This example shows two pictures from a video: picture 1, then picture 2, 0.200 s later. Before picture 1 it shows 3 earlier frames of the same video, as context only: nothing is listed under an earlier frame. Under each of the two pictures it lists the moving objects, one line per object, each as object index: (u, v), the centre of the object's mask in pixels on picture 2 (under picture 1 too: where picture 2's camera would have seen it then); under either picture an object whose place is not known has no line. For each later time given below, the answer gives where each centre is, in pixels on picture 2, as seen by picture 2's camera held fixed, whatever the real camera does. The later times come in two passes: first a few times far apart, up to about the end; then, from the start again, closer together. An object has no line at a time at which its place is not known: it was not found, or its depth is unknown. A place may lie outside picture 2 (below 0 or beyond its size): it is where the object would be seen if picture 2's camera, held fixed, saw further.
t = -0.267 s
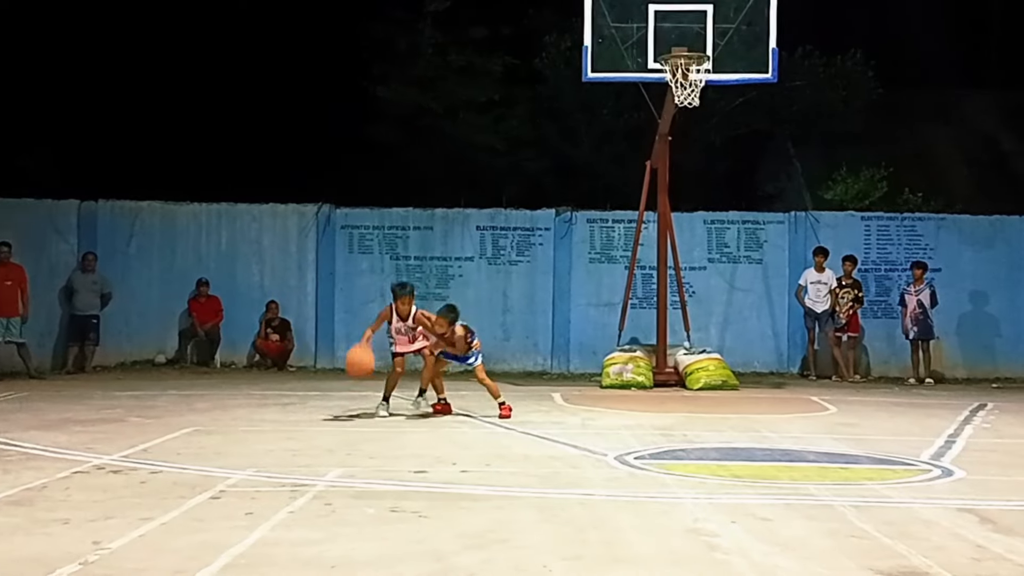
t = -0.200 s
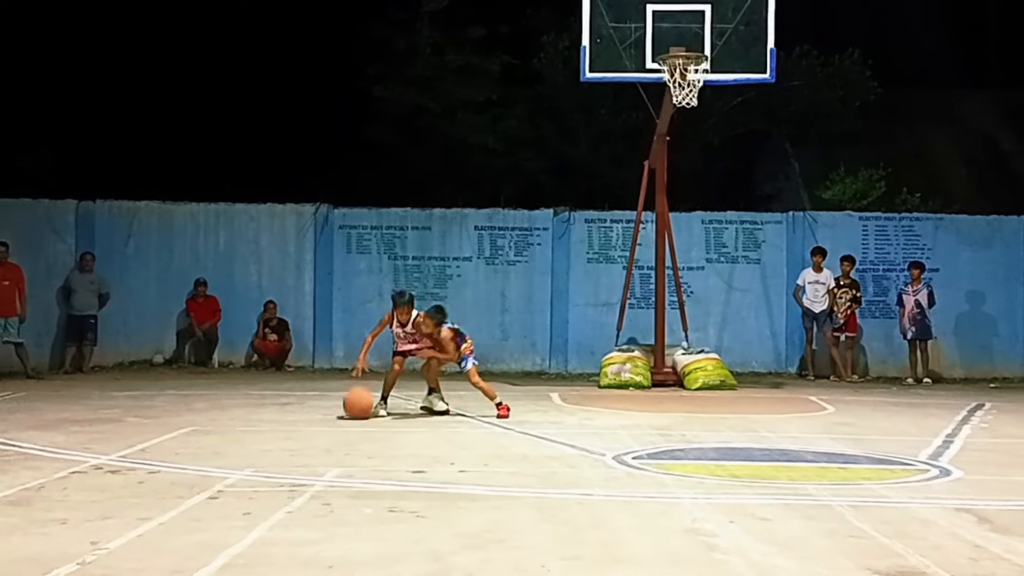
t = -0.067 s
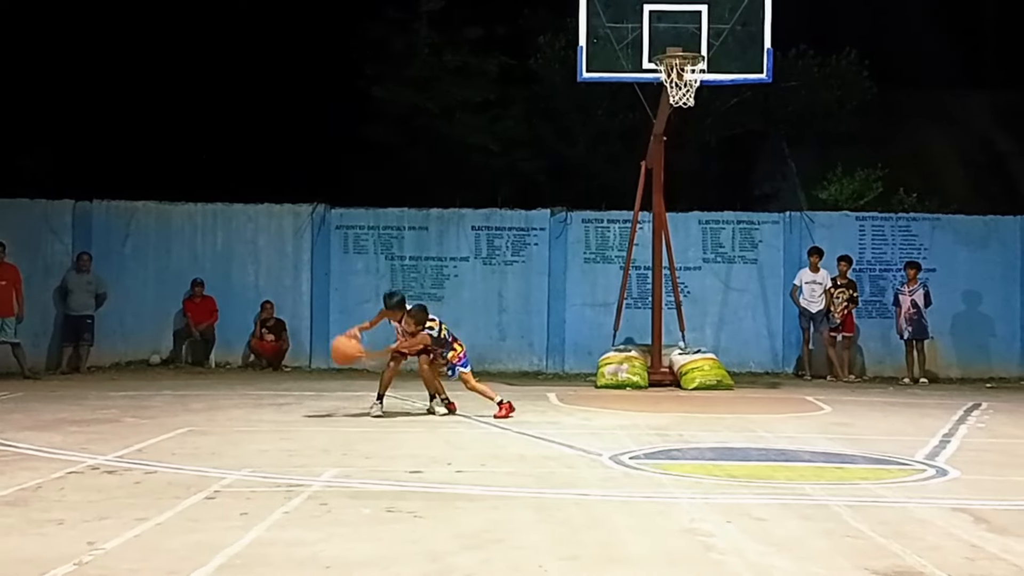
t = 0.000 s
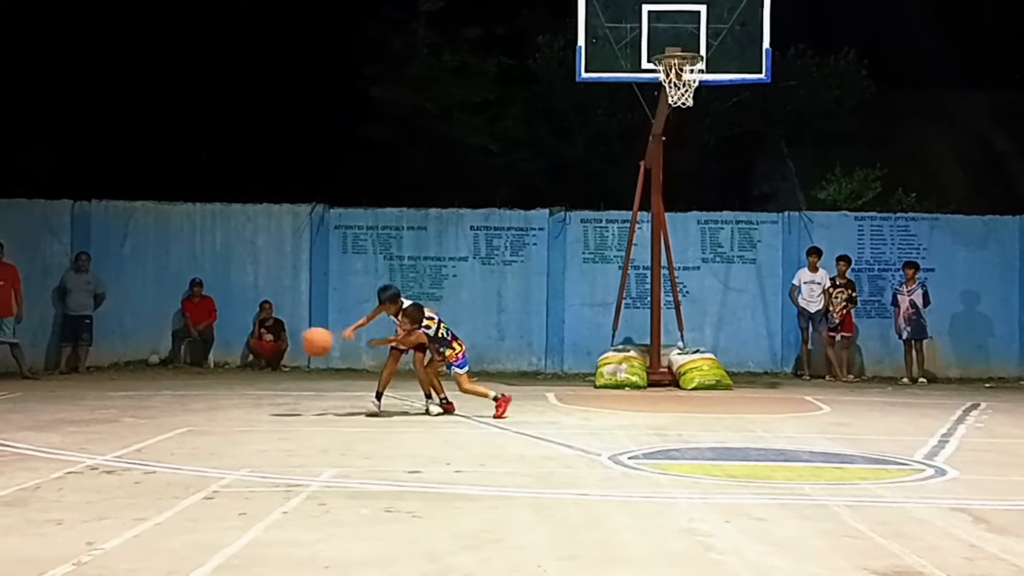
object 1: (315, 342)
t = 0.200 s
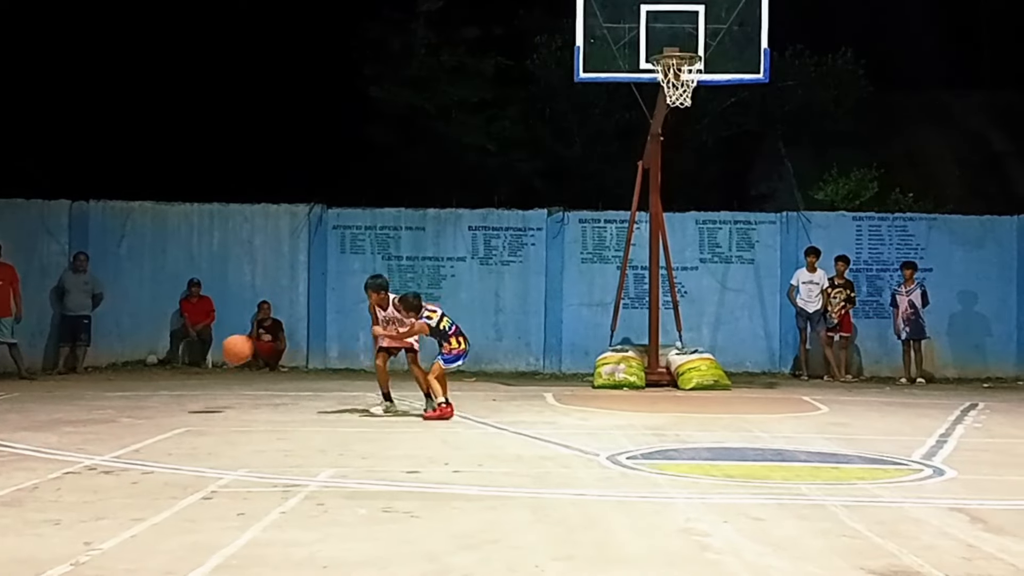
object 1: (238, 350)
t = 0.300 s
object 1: (199, 370)
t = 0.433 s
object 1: (159, 382)
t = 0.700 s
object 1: (116, 351)
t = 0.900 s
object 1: (83, 379)
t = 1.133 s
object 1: (50, 361)
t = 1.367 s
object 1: (16, 369)
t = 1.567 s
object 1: (-11, 373)
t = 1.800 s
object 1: (-39, 369)
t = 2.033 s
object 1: (-67, 372)
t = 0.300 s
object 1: (199, 370)
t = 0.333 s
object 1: (186, 380)
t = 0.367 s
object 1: (173, 392)
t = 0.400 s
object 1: (165, 392)
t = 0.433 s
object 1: (159, 382)
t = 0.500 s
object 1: (148, 367)
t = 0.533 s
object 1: (143, 361)
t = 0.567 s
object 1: (138, 357)
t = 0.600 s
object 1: (132, 353)
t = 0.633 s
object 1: (127, 351)
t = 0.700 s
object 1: (116, 351)
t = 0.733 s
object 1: (112, 352)
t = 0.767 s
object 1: (106, 355)
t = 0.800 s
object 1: (100, 359)
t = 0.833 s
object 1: (94, 364)
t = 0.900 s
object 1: (83, 379)
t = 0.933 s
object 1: (77, 389)
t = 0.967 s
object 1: (72, 391)
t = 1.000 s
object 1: (67, 382)
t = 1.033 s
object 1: (62, 375)
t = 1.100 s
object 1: (54, 364)
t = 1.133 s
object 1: (50, 361)
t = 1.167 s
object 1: (45, 359)
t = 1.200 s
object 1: (41, 358)
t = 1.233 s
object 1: (36, 357)
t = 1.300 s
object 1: (27, 361)
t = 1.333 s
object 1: (22, 365)
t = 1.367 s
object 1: (16, 369)
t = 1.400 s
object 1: (11, 376)
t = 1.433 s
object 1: (6, 383)
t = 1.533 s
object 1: (-7, 378)
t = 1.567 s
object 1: (-11, 373)
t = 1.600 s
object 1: (-15, 369)
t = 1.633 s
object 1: (-18, 366)
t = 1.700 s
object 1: (-27, 364)
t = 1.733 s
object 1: (-31, 364)
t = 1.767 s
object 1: (-35, 366)
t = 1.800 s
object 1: (-39, 369)
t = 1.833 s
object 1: (-44, 372)
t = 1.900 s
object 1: (-53, 385)
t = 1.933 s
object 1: (-57, 388)
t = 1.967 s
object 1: (-60, 381)
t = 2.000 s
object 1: (-63, 376)
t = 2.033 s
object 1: (-67, 372)
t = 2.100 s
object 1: (-74, 368)
